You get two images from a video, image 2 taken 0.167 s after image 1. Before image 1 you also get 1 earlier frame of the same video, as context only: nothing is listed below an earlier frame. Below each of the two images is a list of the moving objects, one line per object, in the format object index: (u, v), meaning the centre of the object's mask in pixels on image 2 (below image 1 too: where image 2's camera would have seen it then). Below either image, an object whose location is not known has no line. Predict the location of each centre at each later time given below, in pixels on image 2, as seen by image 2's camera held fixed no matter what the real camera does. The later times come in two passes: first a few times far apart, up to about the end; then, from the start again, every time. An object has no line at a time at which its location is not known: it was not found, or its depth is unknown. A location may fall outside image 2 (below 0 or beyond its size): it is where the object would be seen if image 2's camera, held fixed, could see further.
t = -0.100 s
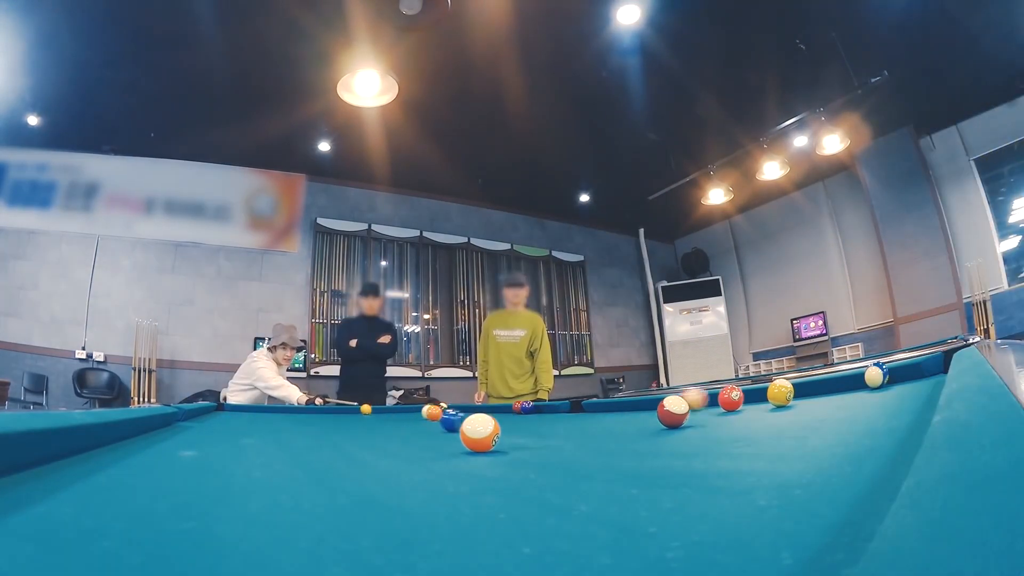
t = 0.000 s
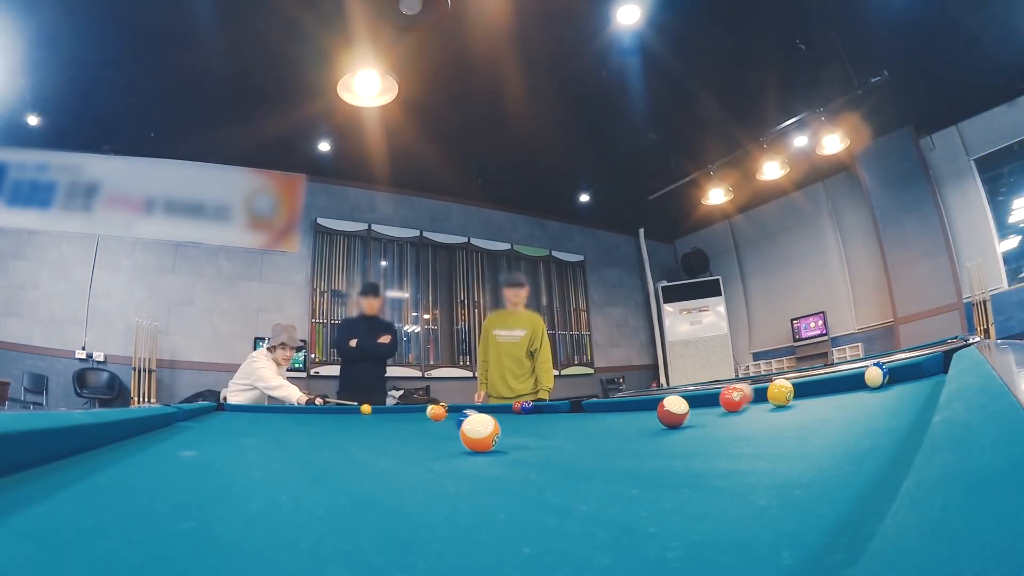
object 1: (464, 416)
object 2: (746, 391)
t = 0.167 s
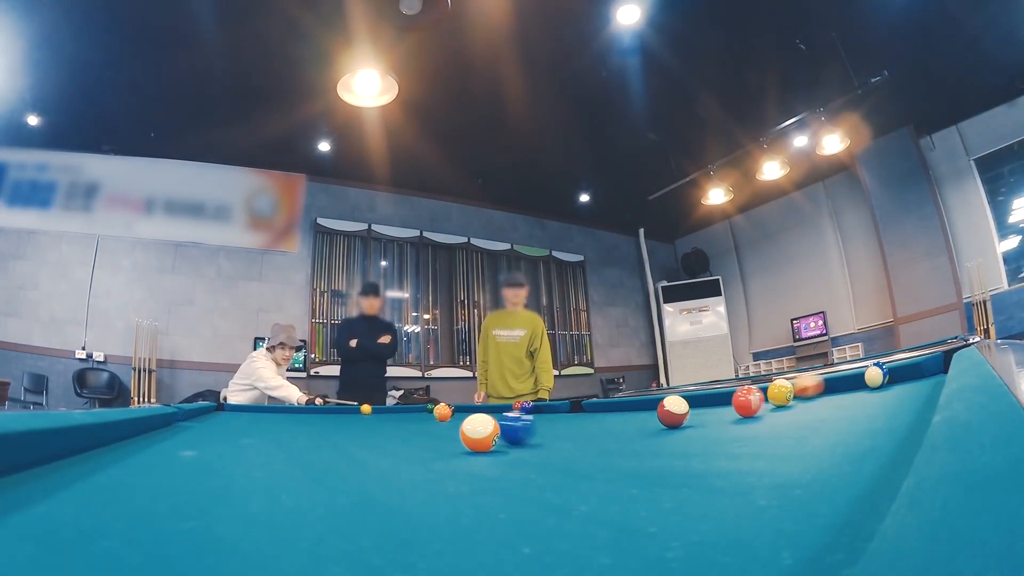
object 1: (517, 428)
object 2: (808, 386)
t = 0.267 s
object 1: (556, 432)
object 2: (848, 380)
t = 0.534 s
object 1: (790, 439)
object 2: (870, 376)
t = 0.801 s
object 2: (890, 372)
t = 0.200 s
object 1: (528, 429)
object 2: (822, 384)
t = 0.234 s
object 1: (541, 430)
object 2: (835, 381)
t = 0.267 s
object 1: (556, 432)
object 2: (848, 380)
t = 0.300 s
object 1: (575, 433)
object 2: (854, 379)
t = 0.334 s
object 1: (593, 434)
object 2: (855, 378)
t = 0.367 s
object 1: (617, 435)
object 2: (857, 378)
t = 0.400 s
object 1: (642, 437)
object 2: (859, 378)
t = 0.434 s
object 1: (672, 438)
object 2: (862, 378)
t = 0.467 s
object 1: (706, 439)
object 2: (864, 377)
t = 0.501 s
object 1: (742, 439)
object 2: (867, 377)
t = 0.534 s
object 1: (790, 439)
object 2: (870, 376)
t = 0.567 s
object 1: (844, 433)
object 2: (872, 376)
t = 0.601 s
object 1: (889, 429)
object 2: (875, 376)
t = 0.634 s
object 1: (874, 436)
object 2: (878, 375)
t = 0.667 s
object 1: (827, 440)
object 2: (880, 375)
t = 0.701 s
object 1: (786, 444)
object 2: (883, 374)
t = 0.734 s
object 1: (755, 447)
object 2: (885, 374)
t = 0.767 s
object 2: (888, 372)
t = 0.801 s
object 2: (890, 372)
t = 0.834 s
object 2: (893, 372)
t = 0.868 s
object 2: (895, 372)
